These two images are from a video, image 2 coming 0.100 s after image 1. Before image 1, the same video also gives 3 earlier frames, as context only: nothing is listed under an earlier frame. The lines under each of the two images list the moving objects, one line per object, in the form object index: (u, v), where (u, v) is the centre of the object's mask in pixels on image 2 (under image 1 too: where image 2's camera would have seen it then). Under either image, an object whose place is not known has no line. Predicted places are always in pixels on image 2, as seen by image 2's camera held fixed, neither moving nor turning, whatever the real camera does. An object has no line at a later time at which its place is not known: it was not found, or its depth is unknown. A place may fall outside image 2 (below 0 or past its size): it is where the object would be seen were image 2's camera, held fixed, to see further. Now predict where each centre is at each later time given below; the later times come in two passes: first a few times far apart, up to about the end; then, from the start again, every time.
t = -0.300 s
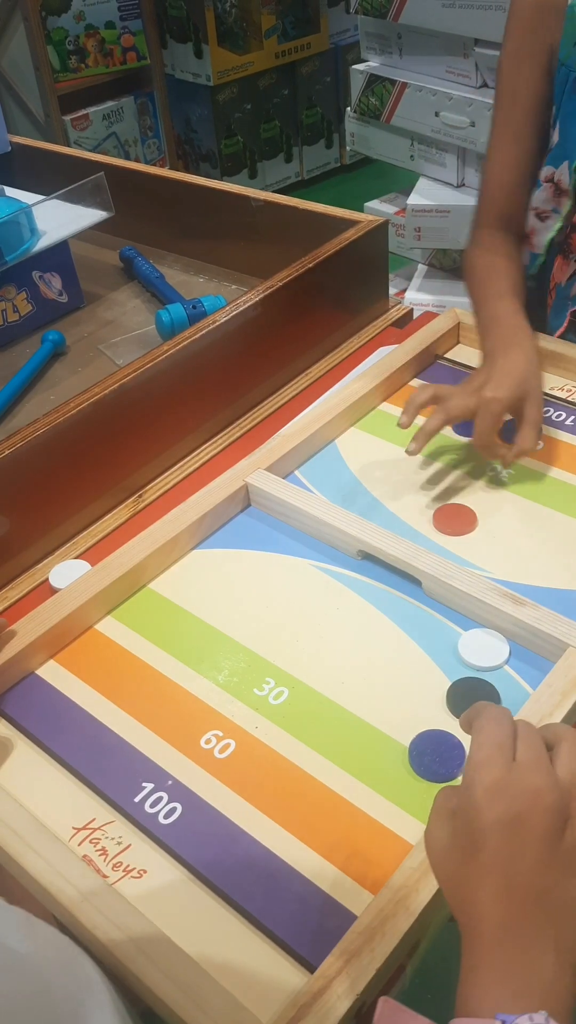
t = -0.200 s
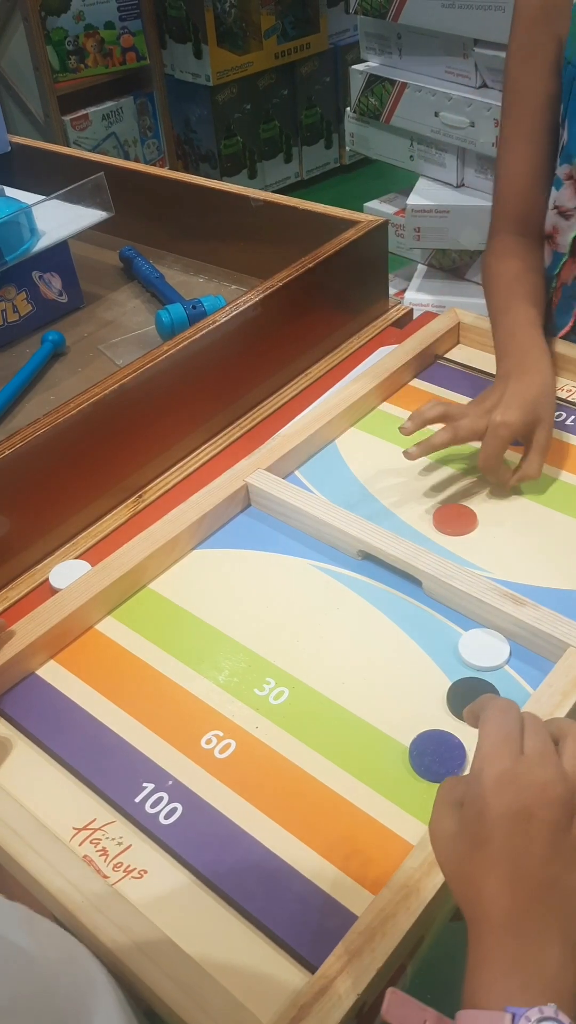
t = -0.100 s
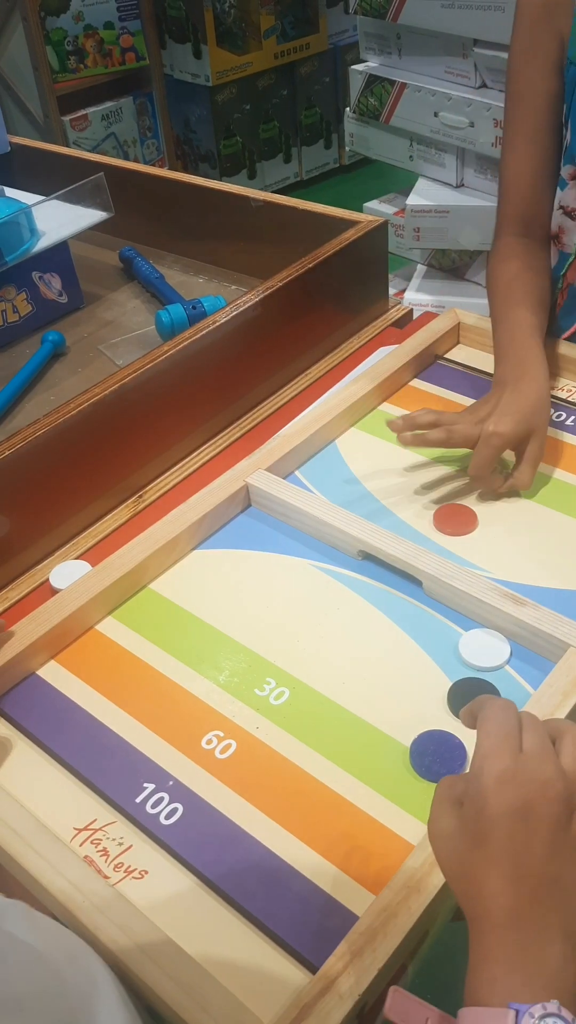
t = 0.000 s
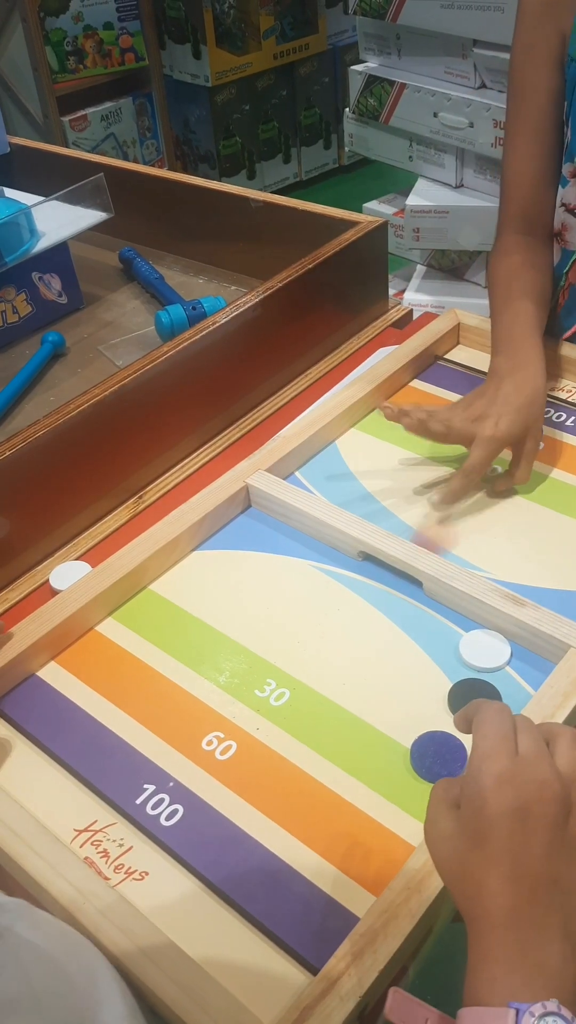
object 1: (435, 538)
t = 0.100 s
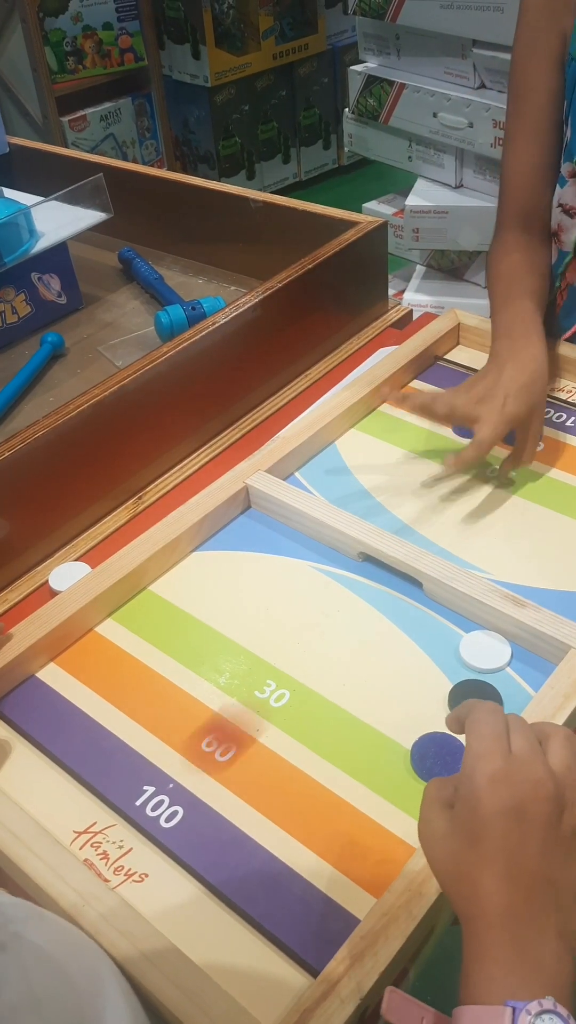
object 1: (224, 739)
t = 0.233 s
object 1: (251, 706)
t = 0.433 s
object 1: (289, 673)
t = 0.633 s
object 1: (289, 673)
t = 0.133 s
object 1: (151, 804)
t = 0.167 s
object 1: (185, 772)
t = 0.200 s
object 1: (226, 730)
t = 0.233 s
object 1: (251, 706)
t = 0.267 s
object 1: (269, 690)
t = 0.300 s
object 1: (282, 679)
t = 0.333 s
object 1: (288, 674)
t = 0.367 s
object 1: (289, 673)
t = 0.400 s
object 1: (289, 673)
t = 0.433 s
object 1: (289, 673)
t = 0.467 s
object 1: (289, 673)
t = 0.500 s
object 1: (289, 673)
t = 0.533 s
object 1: (289, 673)
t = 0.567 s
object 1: (289, 673)
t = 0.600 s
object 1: (289, 673)
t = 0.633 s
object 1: (289, 673)
